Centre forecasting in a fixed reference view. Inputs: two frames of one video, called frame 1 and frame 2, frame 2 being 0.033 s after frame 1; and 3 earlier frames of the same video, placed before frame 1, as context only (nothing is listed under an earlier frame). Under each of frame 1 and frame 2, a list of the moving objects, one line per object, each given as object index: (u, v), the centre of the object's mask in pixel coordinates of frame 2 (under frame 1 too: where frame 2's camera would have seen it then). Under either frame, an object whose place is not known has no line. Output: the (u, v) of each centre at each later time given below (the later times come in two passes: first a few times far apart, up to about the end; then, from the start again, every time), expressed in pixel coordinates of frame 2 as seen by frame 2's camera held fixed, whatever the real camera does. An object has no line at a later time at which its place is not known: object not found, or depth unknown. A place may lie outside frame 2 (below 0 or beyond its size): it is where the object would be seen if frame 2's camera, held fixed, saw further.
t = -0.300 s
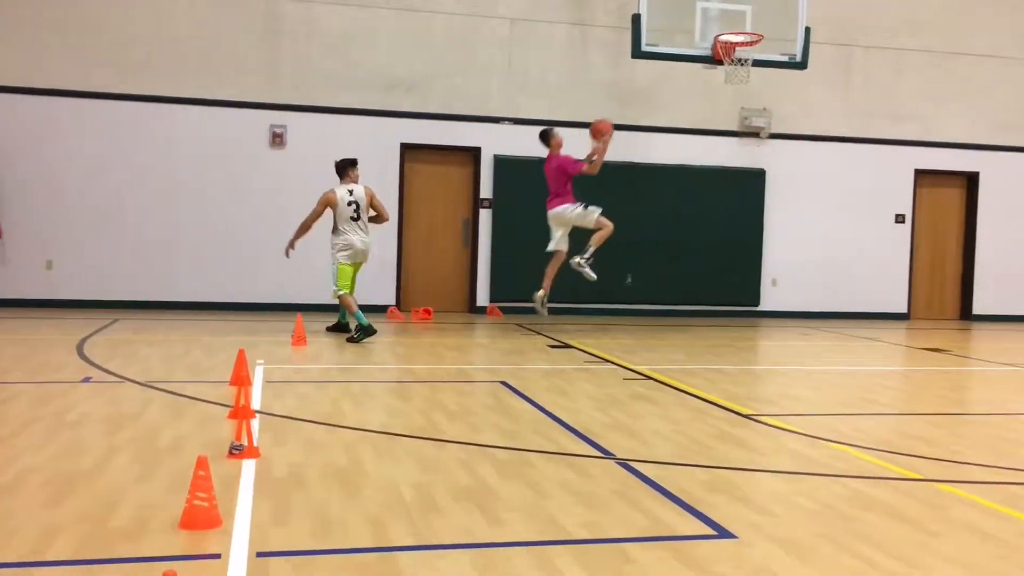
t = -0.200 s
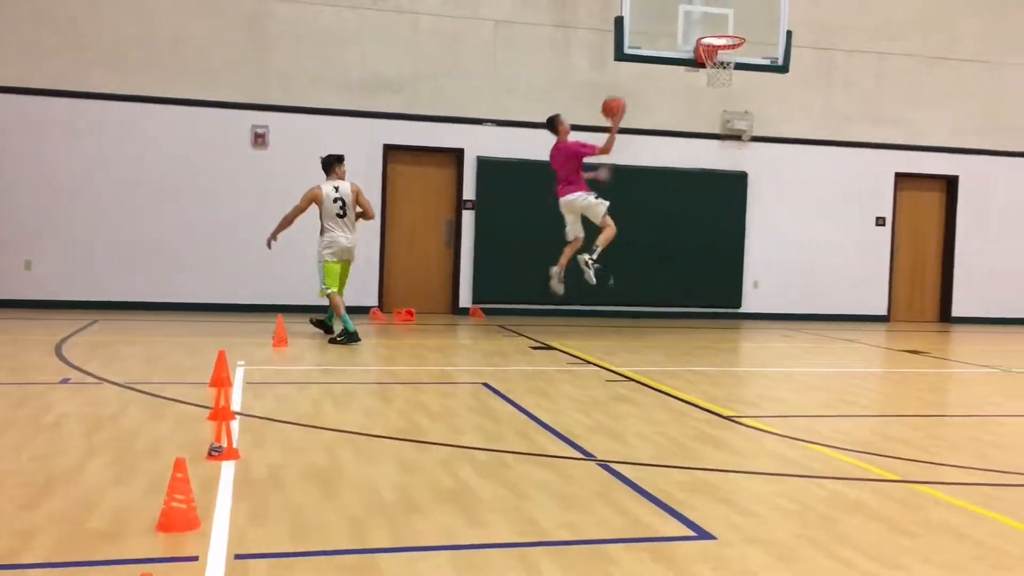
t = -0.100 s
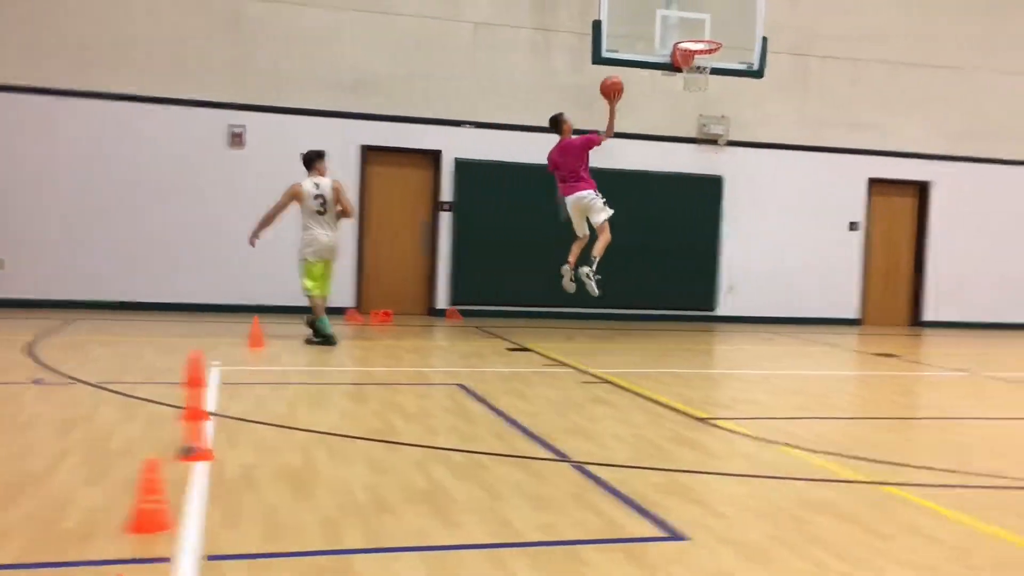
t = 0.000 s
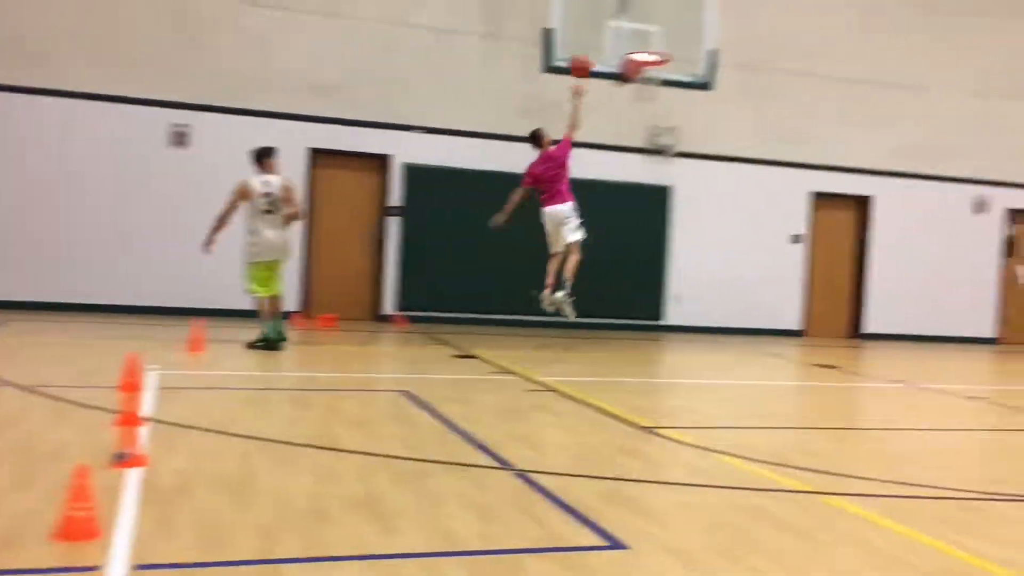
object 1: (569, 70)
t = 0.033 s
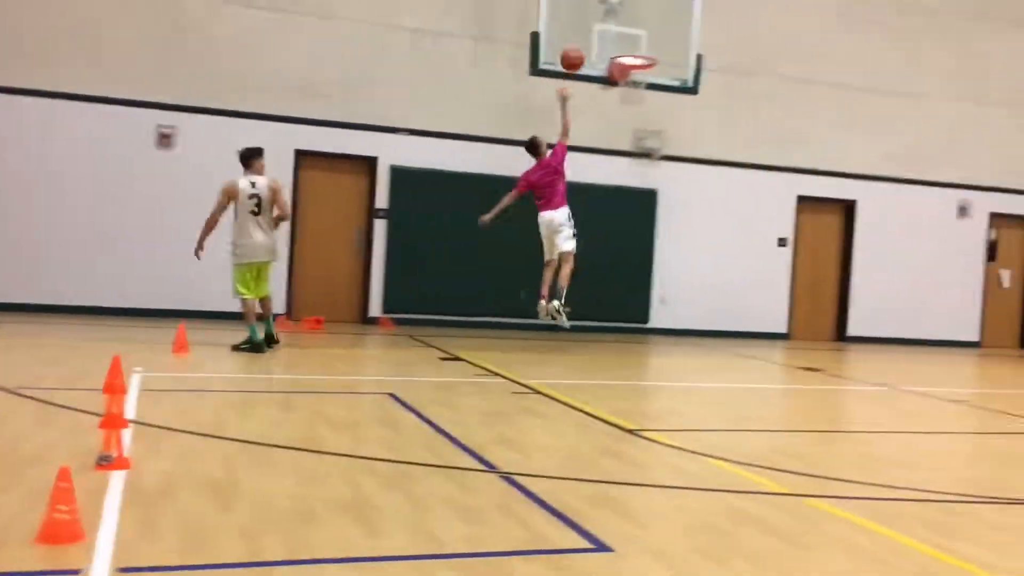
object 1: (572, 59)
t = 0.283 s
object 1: (605, 30)
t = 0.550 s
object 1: (639, 73)
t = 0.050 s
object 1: (574, 55)
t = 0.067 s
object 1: (577, 51)
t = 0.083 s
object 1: (579, 48)
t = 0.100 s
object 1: (581, 44)
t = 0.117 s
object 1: (584, 41)
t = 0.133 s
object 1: (586, 38)
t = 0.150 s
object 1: (588, 35)
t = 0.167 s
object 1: (591, 33)
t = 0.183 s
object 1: (593, 31)
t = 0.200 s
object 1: (595, 31)
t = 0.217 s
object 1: (597, 30)
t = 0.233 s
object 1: (599, 30)
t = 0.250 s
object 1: (601, 30)
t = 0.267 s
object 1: (603, 29)
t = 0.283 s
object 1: (605, 30)
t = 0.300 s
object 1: (607, 30)
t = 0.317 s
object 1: (610, 32)
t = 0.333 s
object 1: (612, 33)
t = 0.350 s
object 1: (614, 34)
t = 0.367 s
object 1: (616, 36)
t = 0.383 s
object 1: (618, 38)
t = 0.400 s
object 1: (620, 40)
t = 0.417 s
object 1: (622, 42)
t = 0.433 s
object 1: (624, 44)
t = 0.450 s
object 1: (626, 48)
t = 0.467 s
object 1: (628, 51)
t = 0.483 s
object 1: (630, 56)
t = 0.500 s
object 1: (633, 60)
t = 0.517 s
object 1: (634, 65)
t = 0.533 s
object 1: (639, 69)
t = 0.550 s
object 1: (639, 73)
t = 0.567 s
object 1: (640, 78)
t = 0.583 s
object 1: (641, 81)
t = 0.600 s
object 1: (641, 81)
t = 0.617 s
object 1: (642, 84)
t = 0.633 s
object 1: (642, 85)
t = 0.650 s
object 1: (643, 86)
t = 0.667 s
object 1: (641, 90)
